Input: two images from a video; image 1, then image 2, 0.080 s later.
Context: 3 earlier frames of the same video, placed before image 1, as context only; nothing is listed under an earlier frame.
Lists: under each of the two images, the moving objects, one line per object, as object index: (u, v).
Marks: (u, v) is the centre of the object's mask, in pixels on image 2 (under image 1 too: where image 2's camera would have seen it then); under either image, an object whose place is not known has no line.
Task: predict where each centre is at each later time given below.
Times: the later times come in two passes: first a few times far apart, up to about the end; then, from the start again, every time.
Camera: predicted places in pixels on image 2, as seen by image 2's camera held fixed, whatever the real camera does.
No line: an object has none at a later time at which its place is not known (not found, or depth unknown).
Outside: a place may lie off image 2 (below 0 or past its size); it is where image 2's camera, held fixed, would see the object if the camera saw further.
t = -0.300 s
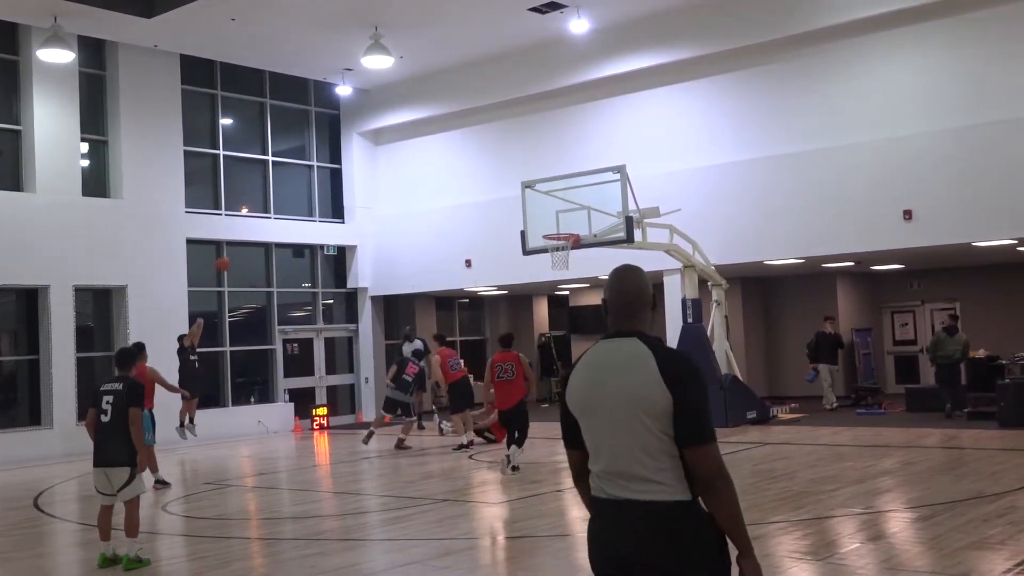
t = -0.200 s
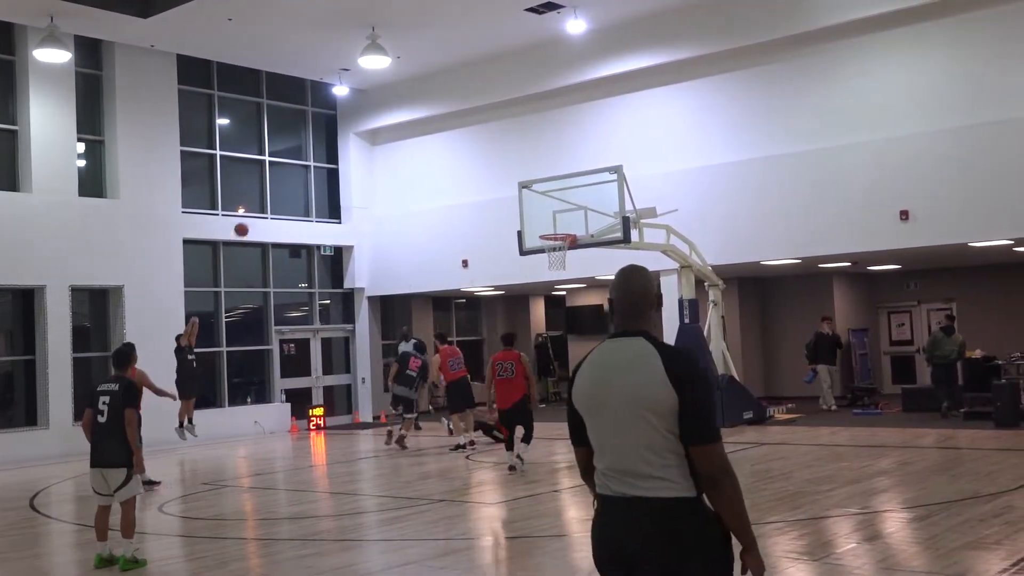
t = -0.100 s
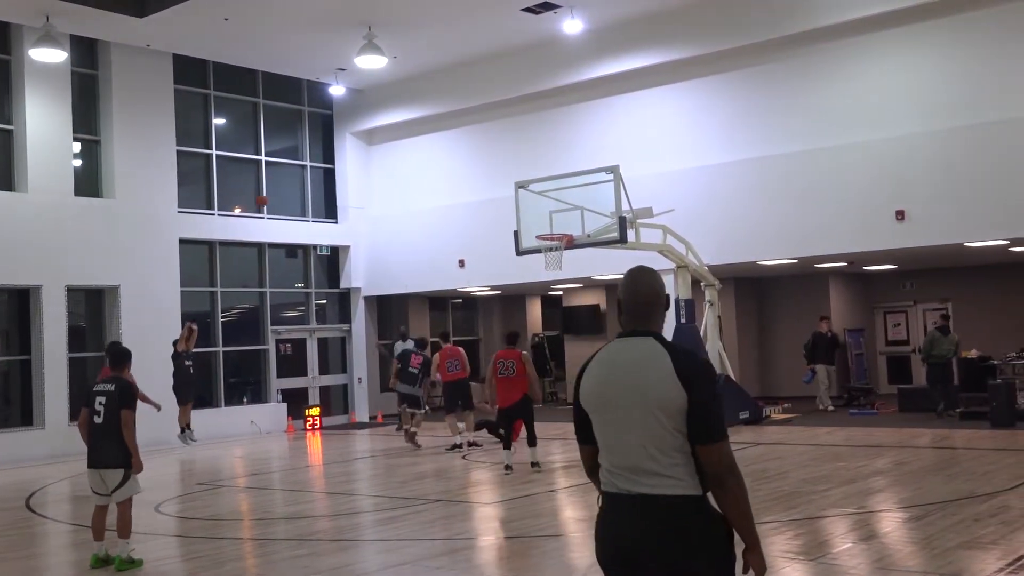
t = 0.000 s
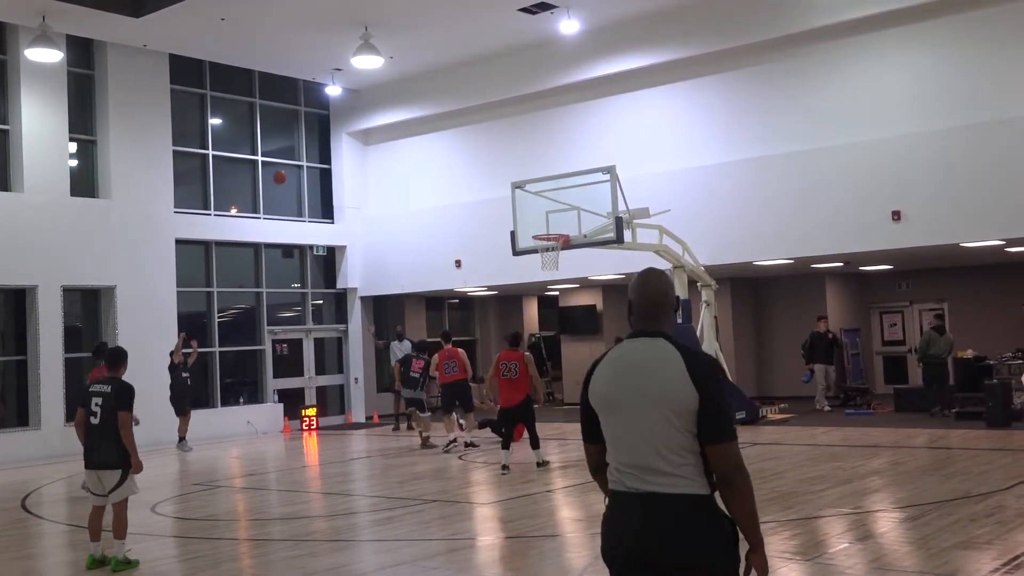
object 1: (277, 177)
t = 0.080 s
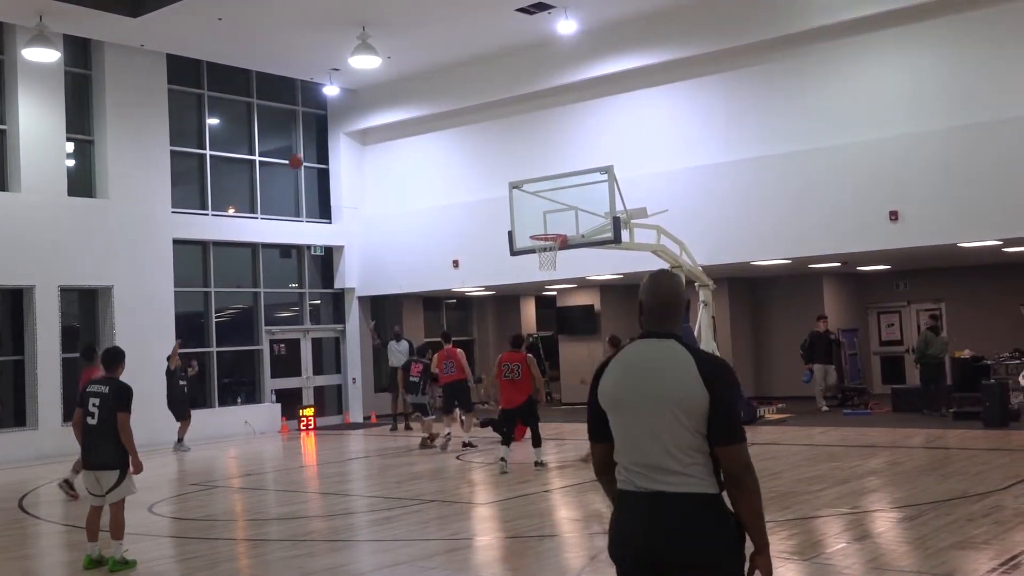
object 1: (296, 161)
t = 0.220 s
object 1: (329, 144)
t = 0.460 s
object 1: (389, 140)
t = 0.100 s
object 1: (301, 159)
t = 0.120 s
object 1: (306, 154)
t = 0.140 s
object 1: (310, 151)
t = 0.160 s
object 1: (316, 148)
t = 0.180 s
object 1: (320, 147)
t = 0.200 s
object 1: (324, 145)
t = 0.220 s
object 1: (329, 144)
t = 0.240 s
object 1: (334, 142)
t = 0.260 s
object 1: (339, 141)
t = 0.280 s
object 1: (344, 139)
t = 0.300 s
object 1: (349, 139)
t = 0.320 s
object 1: (354, 138)
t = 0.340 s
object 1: (358, 138)
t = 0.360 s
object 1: (364, 137)
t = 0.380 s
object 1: (368, 137)
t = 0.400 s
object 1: (374, 138)
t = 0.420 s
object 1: (379, 138)
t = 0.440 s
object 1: (385, 138)
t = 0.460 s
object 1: (389, 140)
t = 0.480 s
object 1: (395, 141)
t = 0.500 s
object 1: (400, 143)
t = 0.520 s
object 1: (405, 144)
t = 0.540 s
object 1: (411, 146)
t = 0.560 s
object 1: (416, 149)
